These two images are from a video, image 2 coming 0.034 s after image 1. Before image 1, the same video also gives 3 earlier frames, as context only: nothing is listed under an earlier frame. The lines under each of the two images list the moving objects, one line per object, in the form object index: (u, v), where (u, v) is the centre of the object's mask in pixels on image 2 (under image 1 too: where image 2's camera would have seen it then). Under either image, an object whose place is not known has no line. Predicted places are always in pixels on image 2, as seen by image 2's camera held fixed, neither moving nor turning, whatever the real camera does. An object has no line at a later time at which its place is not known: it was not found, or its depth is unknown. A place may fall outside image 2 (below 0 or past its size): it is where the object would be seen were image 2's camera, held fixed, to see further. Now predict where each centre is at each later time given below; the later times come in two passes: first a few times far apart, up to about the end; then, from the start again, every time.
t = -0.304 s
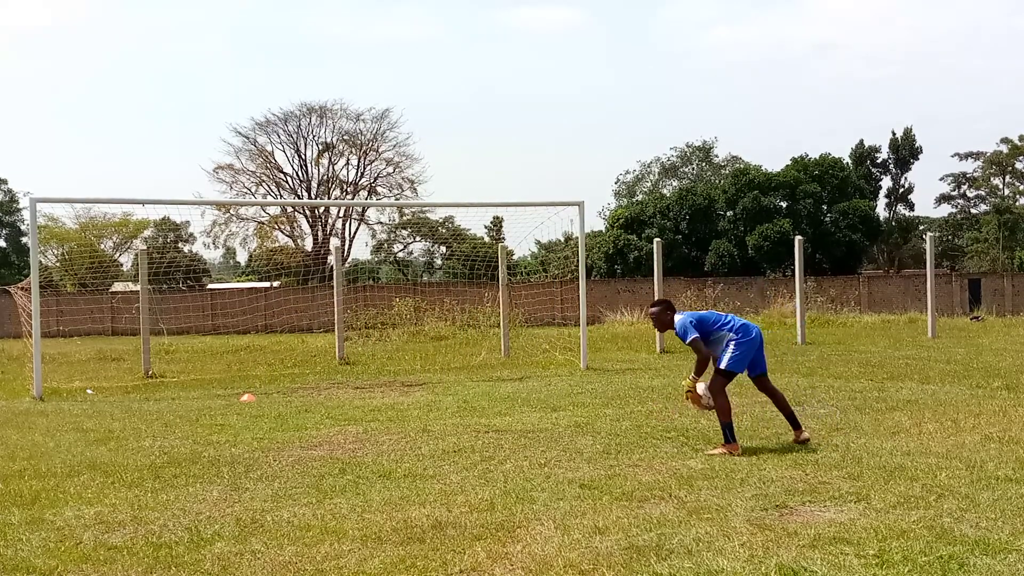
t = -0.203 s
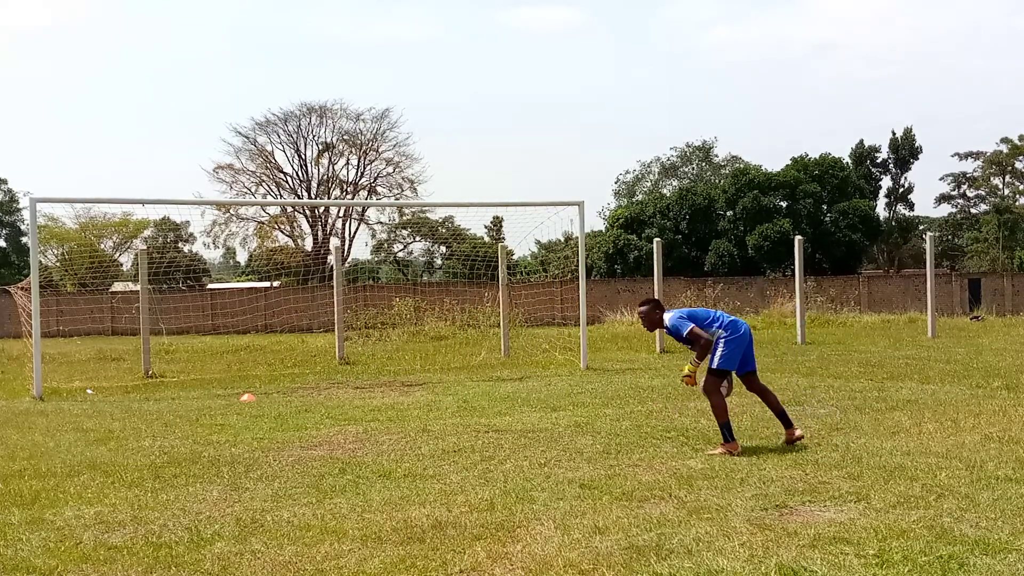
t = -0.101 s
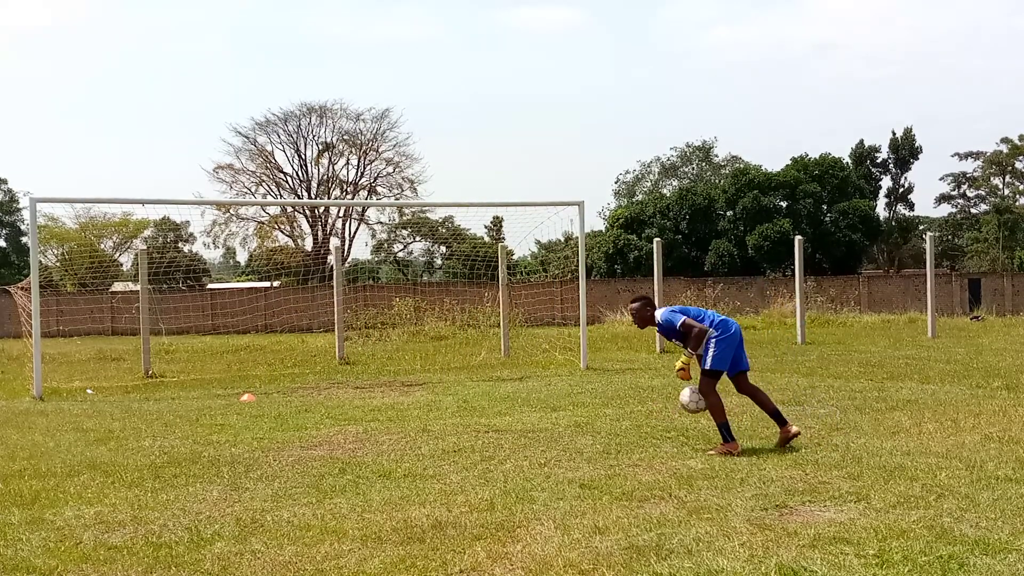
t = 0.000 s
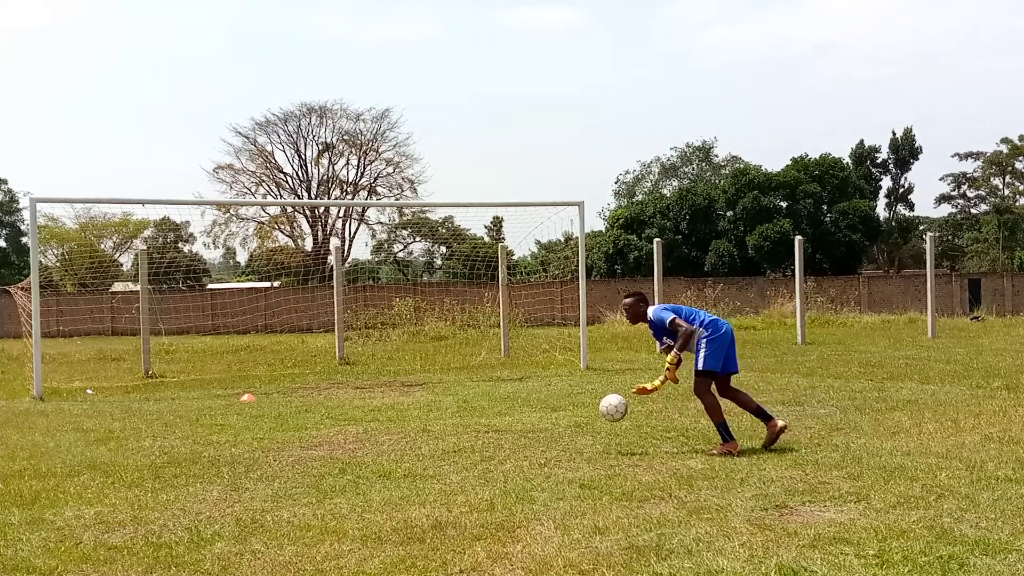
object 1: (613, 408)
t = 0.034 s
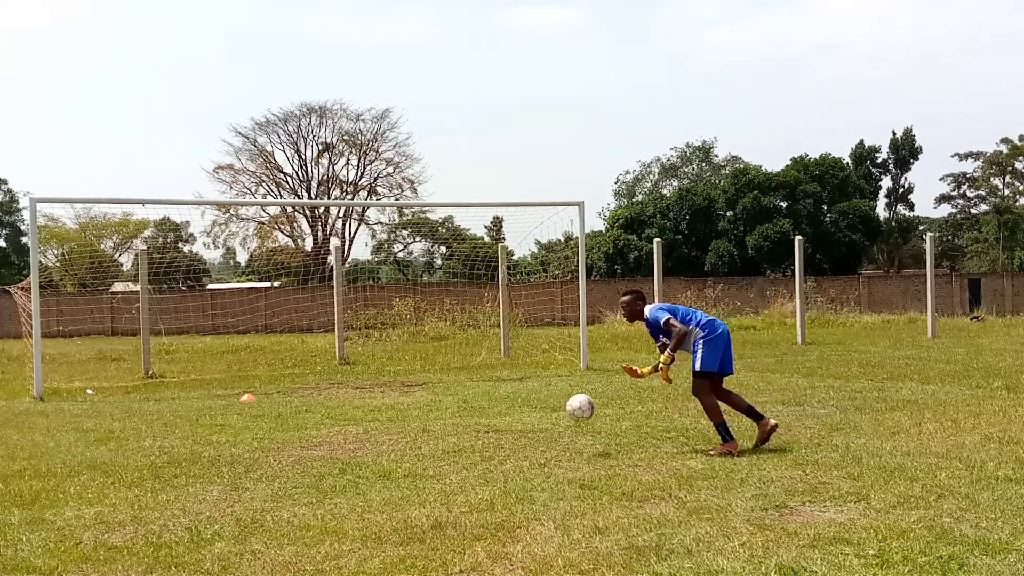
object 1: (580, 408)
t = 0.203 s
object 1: (412, 427)
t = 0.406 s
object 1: (234, 437)
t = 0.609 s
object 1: (93, 433)
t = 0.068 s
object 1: (547, 408)
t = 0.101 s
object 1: (514, 411)
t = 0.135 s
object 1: (480, 415)
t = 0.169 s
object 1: (446, 420)
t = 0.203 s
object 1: (412, 427)
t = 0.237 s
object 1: (377, 436)
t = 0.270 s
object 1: (341, 446)
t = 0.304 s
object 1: (306, 458)
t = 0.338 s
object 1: (282, 451)
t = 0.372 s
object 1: (258, 443)
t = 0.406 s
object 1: (234, 437)
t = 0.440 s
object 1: (211, 432)
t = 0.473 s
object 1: (188, 429)
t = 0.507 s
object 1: (164, 428)
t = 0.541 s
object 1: (139, 428)
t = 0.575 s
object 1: (116, 429)
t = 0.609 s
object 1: (93, 433)
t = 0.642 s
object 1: (68, 438)
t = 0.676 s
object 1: (45, 444)
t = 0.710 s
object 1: (21, 453)
